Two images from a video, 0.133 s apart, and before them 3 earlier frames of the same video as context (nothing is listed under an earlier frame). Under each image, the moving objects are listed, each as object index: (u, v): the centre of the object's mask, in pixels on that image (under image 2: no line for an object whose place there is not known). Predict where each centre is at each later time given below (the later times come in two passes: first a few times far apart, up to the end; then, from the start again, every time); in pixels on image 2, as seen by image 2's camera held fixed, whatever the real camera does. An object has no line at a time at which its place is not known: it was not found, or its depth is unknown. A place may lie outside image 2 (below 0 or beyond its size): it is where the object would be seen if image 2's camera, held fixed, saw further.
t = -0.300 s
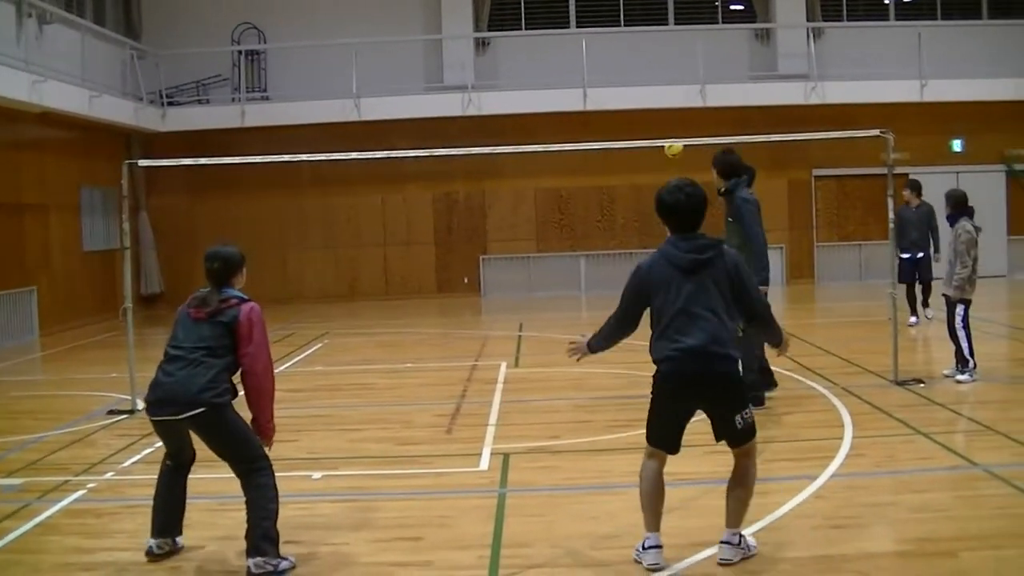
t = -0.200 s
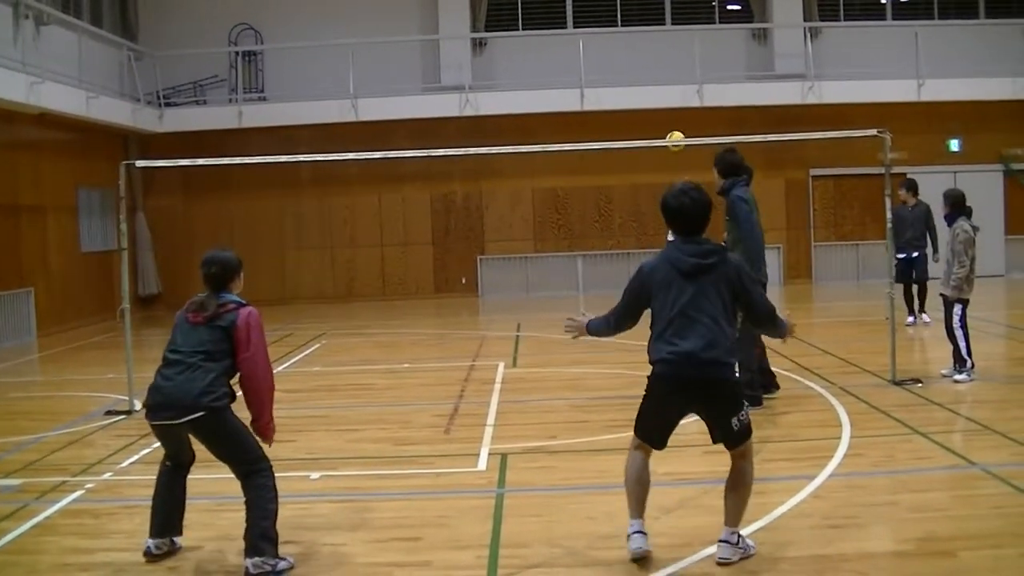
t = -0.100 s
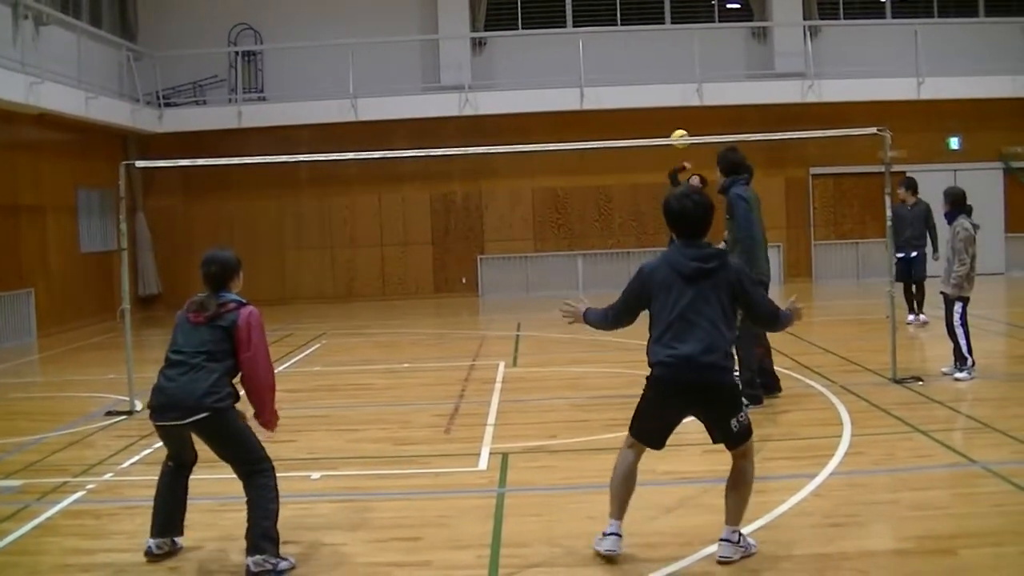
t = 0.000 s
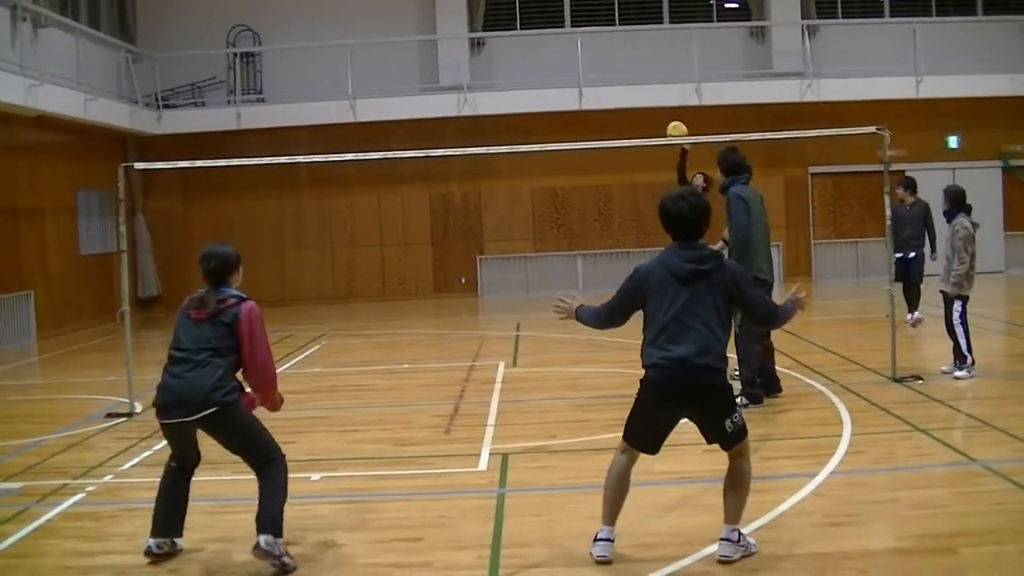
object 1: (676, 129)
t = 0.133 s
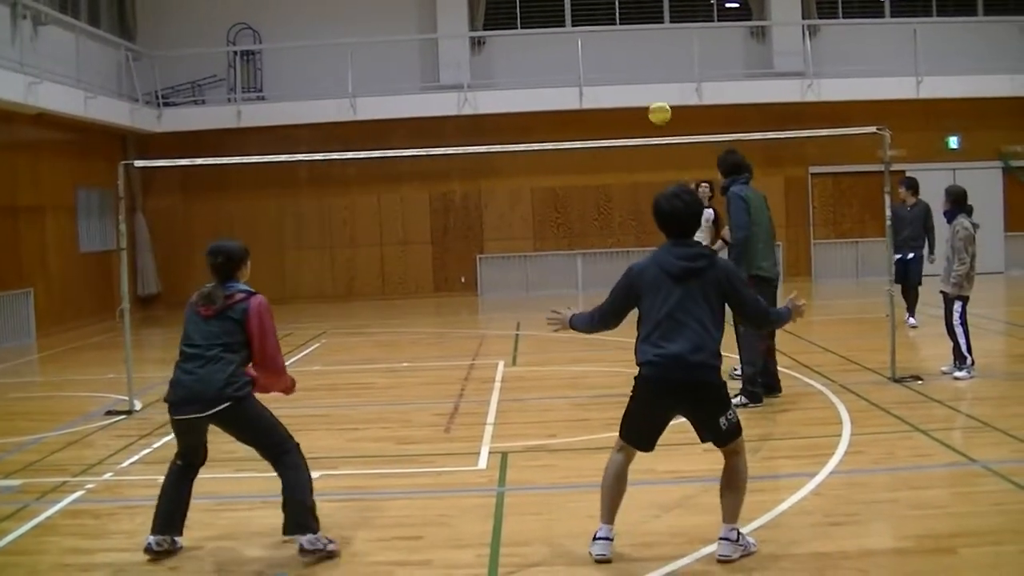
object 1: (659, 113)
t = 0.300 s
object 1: (627, 102)
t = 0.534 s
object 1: (559, 115)
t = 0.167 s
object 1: (654, 110)
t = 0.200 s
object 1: (648, 108)
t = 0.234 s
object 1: (641, 106)
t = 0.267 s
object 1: (634, 104)
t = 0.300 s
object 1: (627, 102)
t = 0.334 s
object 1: (618, 101)
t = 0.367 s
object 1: (611, 102)
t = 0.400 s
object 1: (602, 102)
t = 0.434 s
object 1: (593, 103)
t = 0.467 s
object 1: (583, 106)
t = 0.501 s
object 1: (571, 110)
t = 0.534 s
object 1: (559, 115)
